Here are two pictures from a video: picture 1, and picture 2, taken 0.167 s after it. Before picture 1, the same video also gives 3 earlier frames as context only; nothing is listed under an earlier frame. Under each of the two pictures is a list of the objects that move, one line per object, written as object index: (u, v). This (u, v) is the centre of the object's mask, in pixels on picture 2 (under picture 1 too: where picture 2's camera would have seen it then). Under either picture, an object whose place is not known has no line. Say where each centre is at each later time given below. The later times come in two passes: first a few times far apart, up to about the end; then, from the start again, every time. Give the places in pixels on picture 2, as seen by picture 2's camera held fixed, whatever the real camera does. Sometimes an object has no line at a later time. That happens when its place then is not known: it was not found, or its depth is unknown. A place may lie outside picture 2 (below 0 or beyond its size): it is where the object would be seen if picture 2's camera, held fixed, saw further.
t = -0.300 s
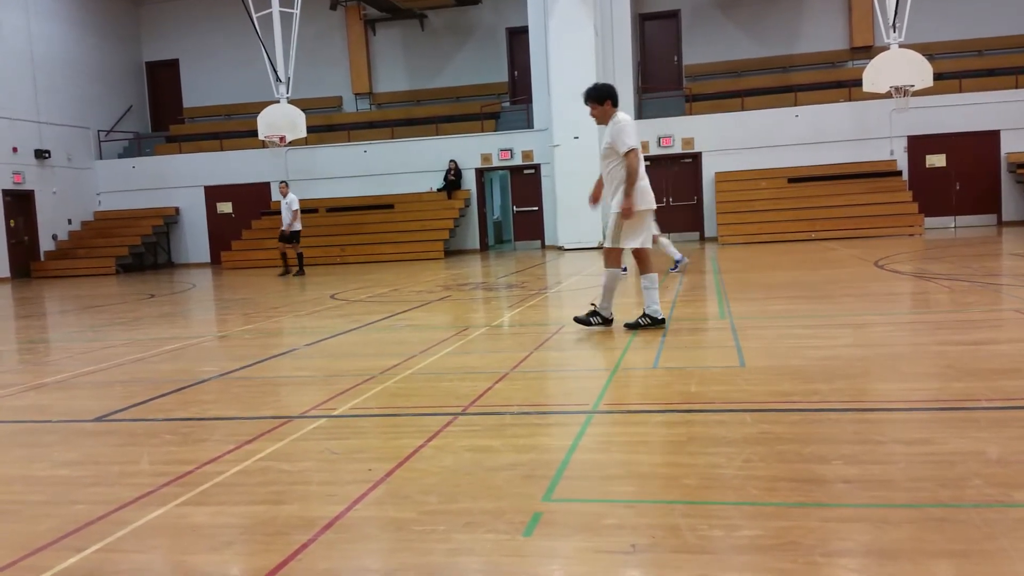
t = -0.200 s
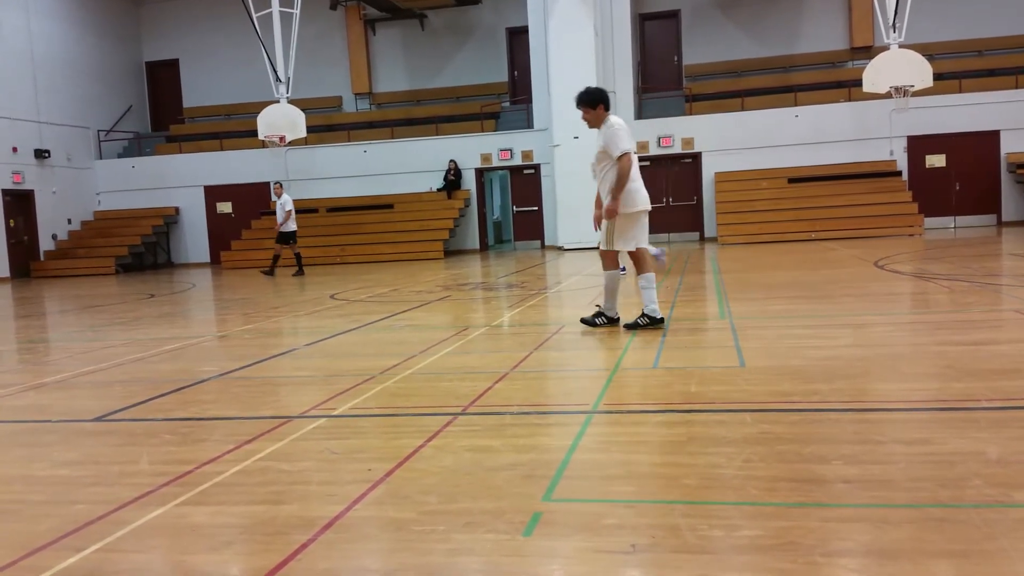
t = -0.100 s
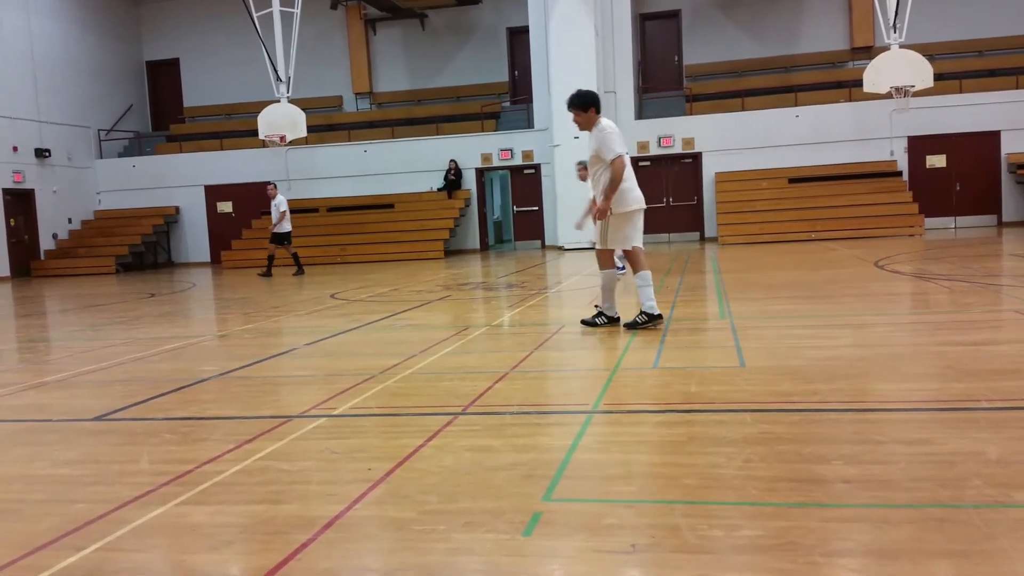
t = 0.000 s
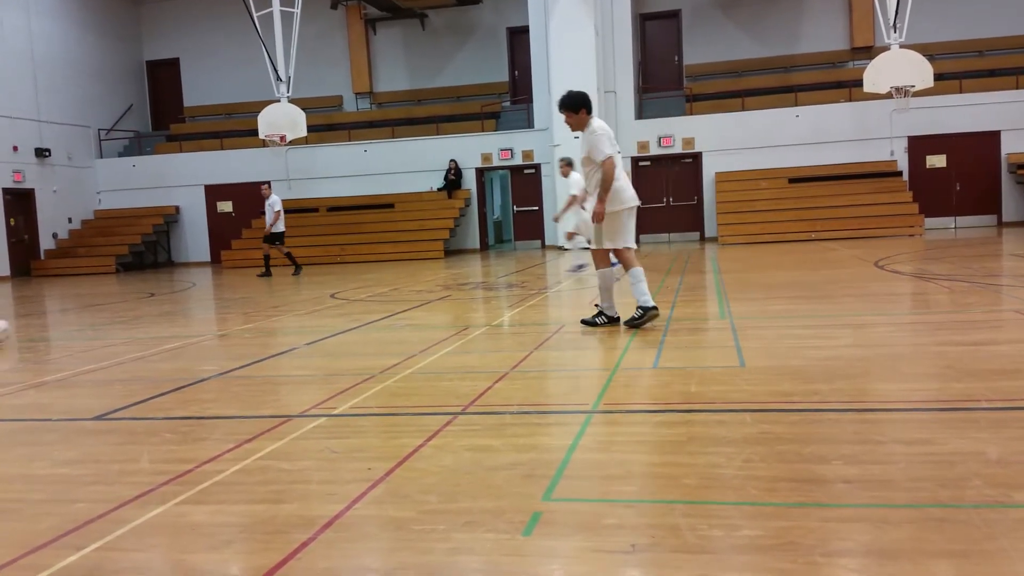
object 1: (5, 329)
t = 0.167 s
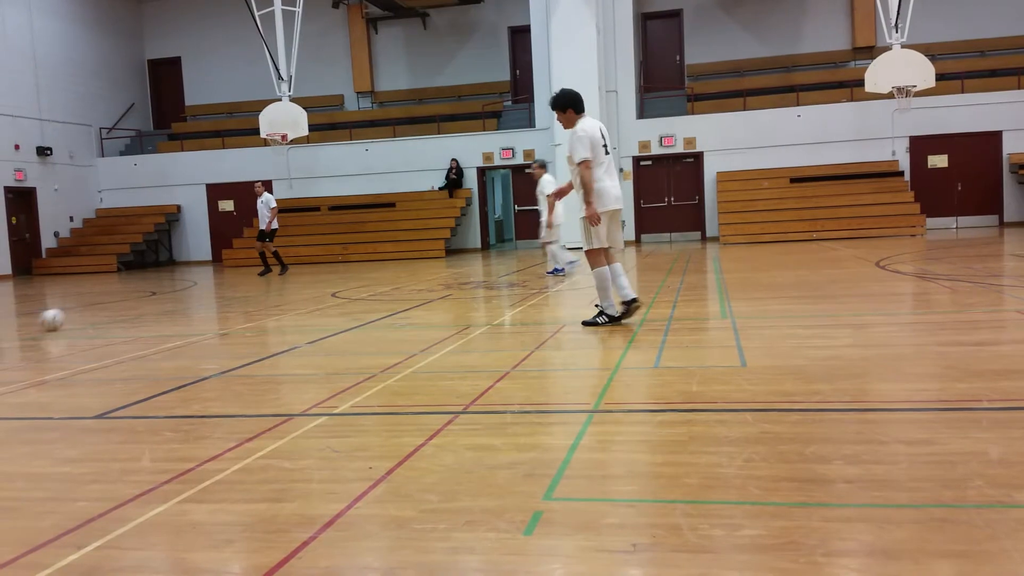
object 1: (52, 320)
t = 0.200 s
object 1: (61, 316)
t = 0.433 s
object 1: (113, 300)
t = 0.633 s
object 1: (149, 297)
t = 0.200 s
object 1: (61, 316)
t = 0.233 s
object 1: (69, 314)
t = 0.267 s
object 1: (78, 314)
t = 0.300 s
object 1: (85, 312)
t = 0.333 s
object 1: (93, 309)
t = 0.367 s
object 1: (100, 309)
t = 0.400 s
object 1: (107, 304)
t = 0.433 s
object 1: (113, 300)
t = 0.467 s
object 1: (119, 299)
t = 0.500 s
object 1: (127, 299)
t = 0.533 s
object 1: (132, 301)
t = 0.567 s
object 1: (138, 300)
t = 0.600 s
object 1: (144, 299)
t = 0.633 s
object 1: (149, 297)
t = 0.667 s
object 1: (155, 294)
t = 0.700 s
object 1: (160, 293)
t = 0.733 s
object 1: (166, 294)
